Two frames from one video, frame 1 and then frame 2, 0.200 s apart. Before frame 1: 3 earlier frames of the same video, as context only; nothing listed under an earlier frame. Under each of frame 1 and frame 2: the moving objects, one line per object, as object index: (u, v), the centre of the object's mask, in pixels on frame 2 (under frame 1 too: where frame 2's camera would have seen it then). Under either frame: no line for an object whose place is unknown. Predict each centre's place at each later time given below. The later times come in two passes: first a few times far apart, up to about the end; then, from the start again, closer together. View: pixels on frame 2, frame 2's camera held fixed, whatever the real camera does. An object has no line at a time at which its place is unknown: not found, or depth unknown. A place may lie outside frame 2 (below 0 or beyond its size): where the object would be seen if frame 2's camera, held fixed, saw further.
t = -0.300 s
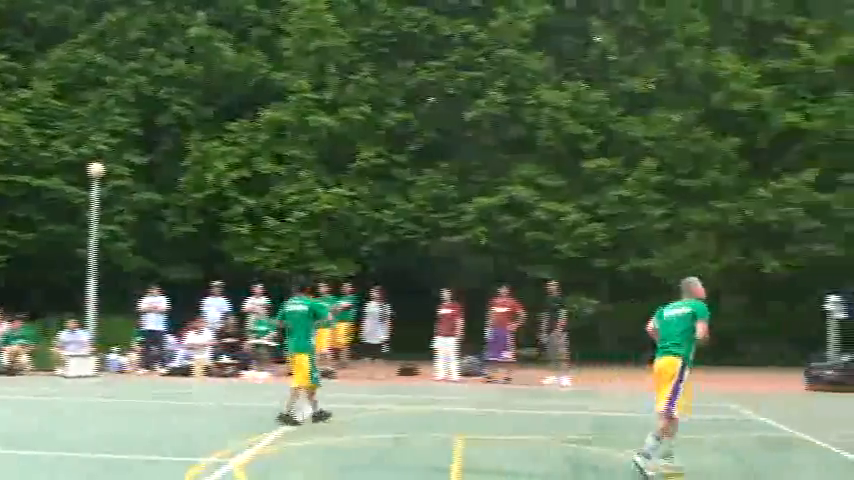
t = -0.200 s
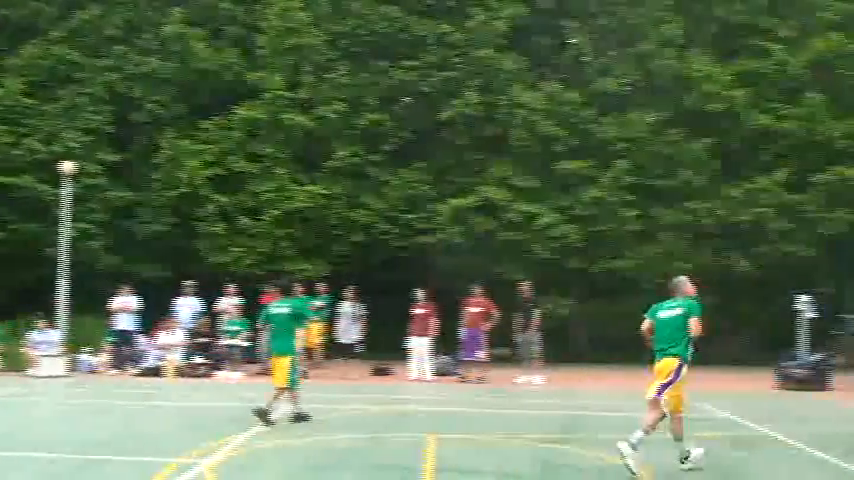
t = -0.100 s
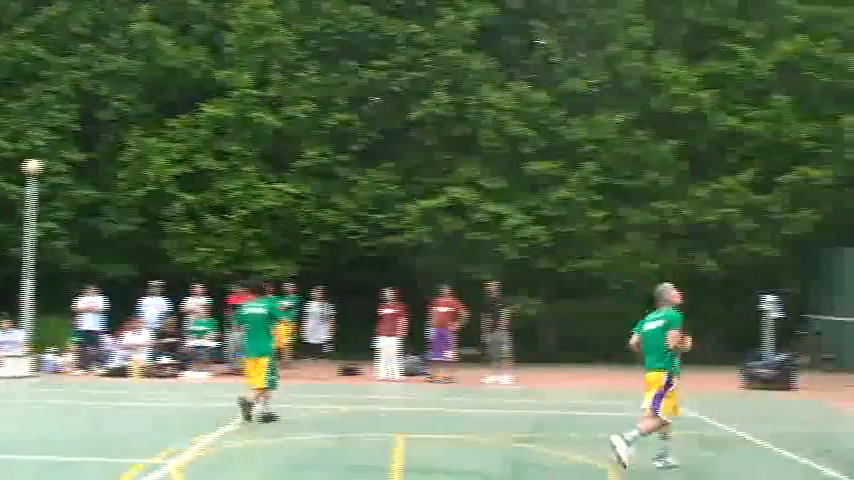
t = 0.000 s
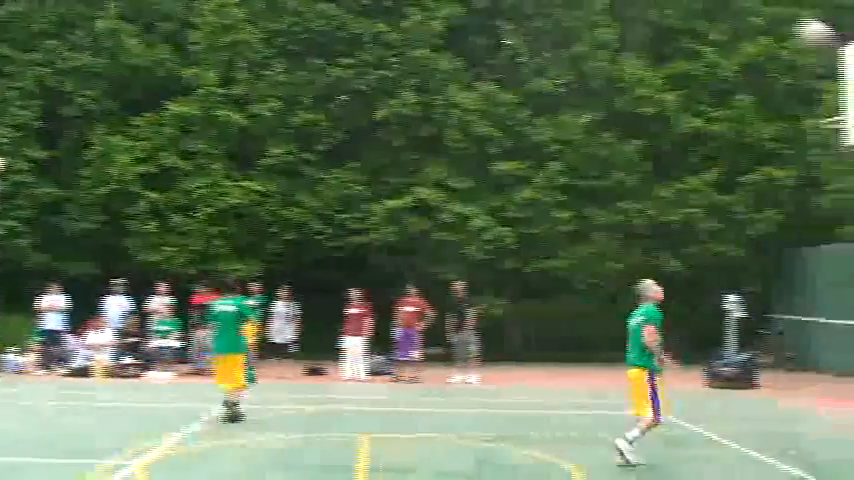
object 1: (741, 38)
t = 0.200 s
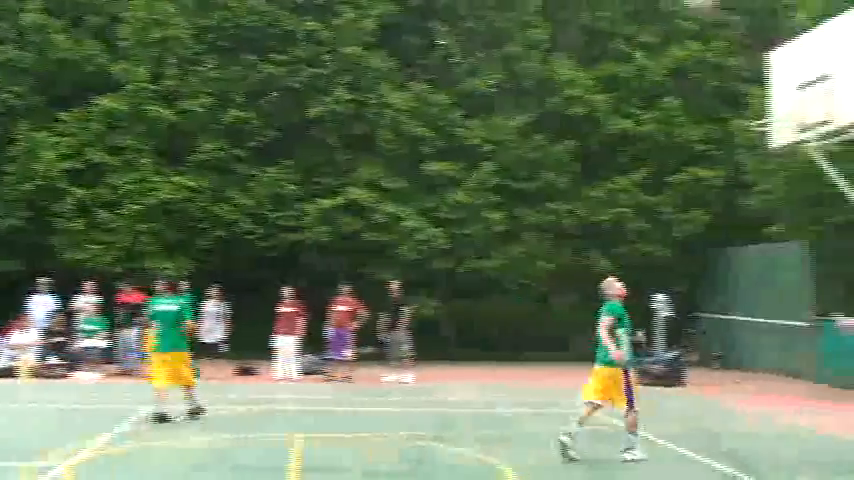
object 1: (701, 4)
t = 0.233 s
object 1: (696, 6)
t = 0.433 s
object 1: (657, 15)
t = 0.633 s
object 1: (618, 80)
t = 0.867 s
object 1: (578, 208)
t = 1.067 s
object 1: (547, 363)
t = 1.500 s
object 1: (480, 258)
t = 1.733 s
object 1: (443, 196)
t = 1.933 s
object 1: (410, 190)
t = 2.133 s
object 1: (375, 232)
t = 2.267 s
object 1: (353, 284)
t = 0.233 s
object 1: (696, 6)
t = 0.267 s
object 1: (686, 5)
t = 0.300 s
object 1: (682, 5)
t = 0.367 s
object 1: (668, 7)
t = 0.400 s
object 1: (662, 10)
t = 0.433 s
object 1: (657, 15)
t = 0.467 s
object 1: (649, 24)
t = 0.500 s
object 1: (643, 32)
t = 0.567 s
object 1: (632, 51)
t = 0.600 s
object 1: (625, 65)
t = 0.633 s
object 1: (618, 80)
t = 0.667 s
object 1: (613, 93)
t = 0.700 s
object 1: (607, 110)
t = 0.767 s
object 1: (596, 147)
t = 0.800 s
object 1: (590, 165)
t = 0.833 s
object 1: (584, 184)
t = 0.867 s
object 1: (578, 208)
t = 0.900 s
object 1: (573, 230)
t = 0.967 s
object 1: (562, 283)
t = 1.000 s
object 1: (557, 309)
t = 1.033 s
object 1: (552, 336)
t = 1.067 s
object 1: (547, 363)
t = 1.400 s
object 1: (496, 302)
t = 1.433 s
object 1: (491, 286)
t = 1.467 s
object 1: (486, 271)
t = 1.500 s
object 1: (480, 258)
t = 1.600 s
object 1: (464, 224)
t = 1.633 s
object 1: (458, 215)
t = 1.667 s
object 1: (453, 206)
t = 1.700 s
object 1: (448, 201)
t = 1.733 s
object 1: (443, 196)
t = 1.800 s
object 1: (431, 188)
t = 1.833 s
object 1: (426, 187)
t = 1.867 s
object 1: (422, 188)
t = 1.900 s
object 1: (416, 188)
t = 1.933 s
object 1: (410, 190)
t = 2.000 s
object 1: (398, 198)
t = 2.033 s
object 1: (392, 203)
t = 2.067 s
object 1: (386, 212)
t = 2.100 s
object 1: (381, 219)
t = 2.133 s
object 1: (375, 232)
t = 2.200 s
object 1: (363, 258)
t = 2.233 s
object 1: (357, 271)
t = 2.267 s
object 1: (353, 284)
